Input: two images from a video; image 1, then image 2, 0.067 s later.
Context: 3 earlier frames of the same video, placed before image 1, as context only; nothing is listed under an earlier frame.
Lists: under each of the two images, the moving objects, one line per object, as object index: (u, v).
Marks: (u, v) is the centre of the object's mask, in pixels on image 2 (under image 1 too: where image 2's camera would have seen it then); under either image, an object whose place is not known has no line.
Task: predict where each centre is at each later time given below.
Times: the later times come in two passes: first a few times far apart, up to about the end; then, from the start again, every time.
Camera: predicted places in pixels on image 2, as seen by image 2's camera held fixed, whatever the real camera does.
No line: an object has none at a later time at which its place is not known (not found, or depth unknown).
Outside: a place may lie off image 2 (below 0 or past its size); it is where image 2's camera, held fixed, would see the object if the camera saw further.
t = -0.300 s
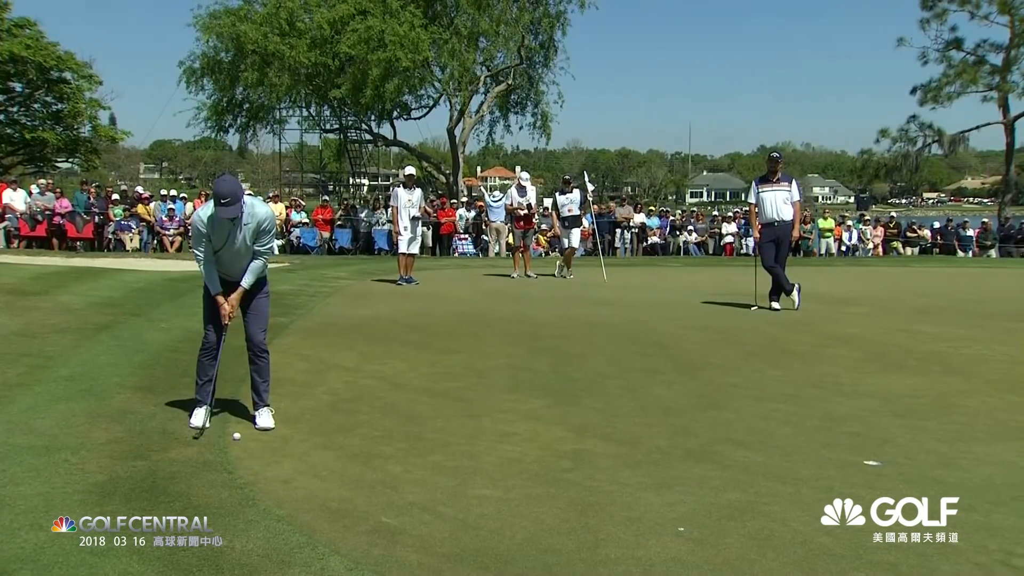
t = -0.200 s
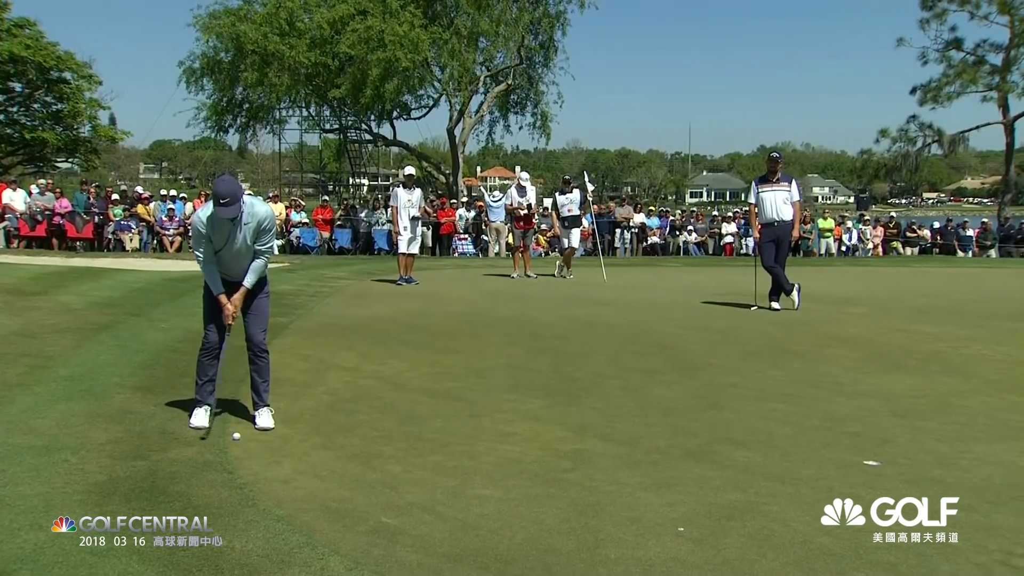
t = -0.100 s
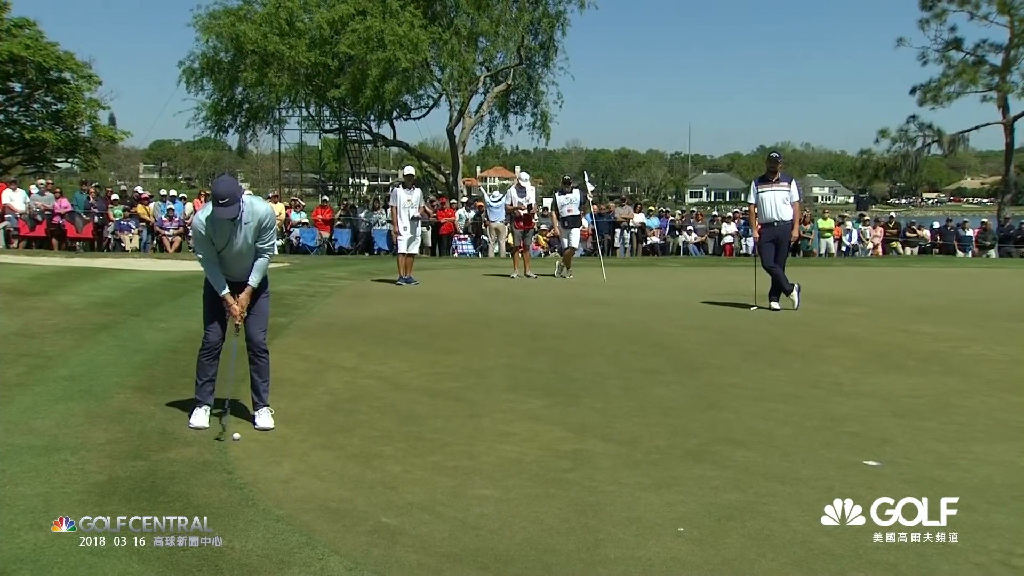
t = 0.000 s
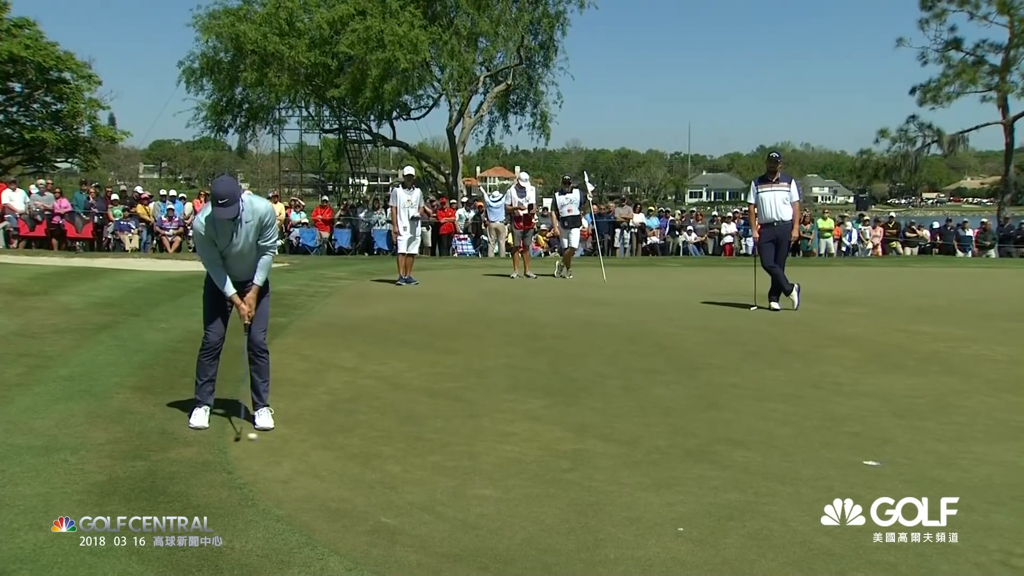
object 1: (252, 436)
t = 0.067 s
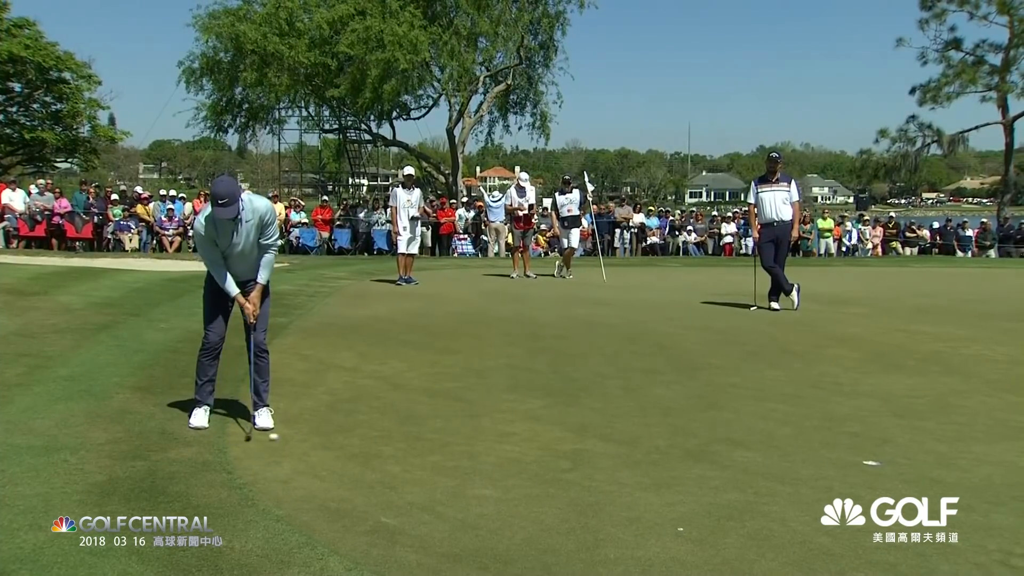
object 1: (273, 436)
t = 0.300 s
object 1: (333, 438)
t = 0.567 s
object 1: (396, 439)
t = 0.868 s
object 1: (462, 440)
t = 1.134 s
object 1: (516, 441)
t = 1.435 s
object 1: (574, 443)
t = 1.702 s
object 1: (622, 445)
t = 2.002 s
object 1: (672, 446)
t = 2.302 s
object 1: (717, 448)
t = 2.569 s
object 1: (753, 450)
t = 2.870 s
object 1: (789, 452)
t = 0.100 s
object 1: (283, 437)
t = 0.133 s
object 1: (292, 437)
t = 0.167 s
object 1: (300, 437)
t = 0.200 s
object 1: (308, 437)
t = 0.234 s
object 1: (317, 438)
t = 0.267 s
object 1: (325, 438)
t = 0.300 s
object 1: (333, 438)
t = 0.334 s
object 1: (341, 438)
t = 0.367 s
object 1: (349, 438)
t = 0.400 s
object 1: (357, 438)
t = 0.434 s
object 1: (365, 438)
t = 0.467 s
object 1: (373, 438)
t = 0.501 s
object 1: (381, 438)
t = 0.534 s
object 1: (388, 439)
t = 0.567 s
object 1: (396, 439)
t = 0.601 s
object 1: (404, 439)
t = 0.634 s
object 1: (411, 439)
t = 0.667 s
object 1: (419, 439)
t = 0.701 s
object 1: (426, 439)
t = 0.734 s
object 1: (433, 439)
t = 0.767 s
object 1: (441, 439)
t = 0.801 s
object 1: (448, 439)
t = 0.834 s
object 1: (455, 440)
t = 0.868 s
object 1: (462, 440)
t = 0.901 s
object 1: (469, 440)
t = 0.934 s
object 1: (476, 440)
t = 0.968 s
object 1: (483, 440)
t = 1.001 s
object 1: (489, 440)
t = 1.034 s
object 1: (496, 440)
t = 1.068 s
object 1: (503, 441)
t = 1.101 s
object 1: (510, 441)
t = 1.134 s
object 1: (516, 441)
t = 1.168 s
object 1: (523, 441)
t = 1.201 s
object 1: (529, 441)
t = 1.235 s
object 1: (536, 441)
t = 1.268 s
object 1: (542, 442)
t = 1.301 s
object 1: (549, 442)
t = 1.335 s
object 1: (555, 442)
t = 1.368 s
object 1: (561, 443)
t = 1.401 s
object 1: (568, 443)
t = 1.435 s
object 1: (574, 443)
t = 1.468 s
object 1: (580, 443)
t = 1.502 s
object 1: (586, 443)
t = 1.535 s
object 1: (592, 444)
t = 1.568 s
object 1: (599, 444)
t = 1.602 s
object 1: (604, 444)
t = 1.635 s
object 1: (610, 444)
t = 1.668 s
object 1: (616, 444)
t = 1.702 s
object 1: (622, 445)
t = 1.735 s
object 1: (628, 445)
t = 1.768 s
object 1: (633, 445)
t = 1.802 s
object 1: (639, 445)
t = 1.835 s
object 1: (645, 445)
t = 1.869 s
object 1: (651, 445)
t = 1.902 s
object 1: (656, 446)
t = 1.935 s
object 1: (661, 446)
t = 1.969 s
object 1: (666, 446)
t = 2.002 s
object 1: (672, 446)
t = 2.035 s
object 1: (677, 446)
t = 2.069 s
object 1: (682, 447)
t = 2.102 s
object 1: (688, 447)
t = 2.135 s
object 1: (693, 447)
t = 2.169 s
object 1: (698, 447)
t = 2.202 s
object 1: (702, 448)
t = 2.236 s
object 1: (707, 448)
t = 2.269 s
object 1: (712, 448)
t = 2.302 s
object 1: (717, 448)
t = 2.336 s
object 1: (722, 449)
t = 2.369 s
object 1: (726, 449)
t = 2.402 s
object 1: (731, 449)
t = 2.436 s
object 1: (735, 449)
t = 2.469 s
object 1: (740, 450)
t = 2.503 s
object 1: (744, 450)
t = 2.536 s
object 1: (749, 450)
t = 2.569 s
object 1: (753, 450)
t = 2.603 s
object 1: (757, 450)
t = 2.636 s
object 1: (761, 450)
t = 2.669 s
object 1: (765, 451)
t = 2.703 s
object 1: (770, 451)
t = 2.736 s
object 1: (774, 451)
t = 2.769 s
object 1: (777, 451)
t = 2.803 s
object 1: (781, 452)
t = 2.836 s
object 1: (785, 452)
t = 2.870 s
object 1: (789, 452)
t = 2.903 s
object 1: (793, 452)
